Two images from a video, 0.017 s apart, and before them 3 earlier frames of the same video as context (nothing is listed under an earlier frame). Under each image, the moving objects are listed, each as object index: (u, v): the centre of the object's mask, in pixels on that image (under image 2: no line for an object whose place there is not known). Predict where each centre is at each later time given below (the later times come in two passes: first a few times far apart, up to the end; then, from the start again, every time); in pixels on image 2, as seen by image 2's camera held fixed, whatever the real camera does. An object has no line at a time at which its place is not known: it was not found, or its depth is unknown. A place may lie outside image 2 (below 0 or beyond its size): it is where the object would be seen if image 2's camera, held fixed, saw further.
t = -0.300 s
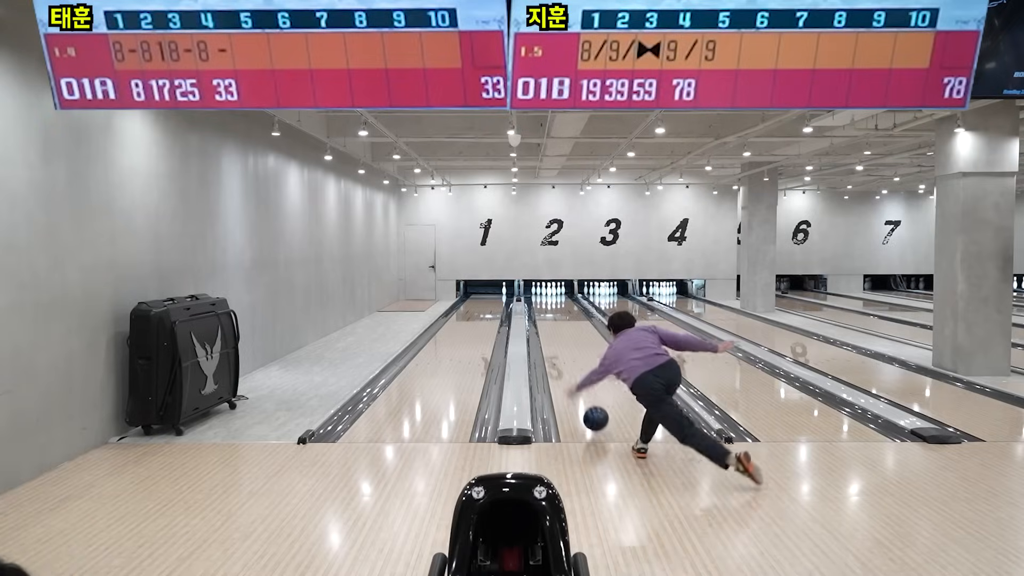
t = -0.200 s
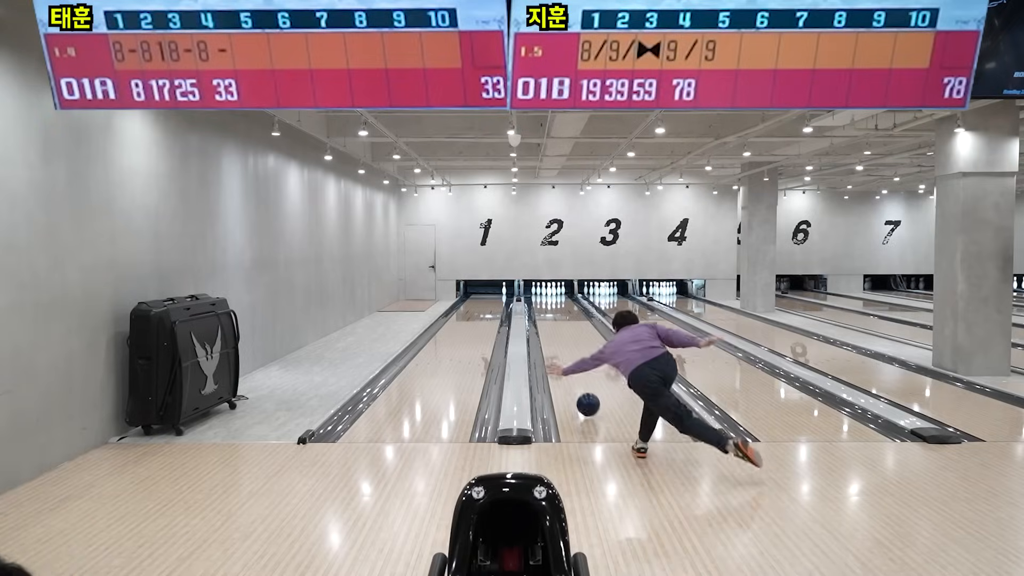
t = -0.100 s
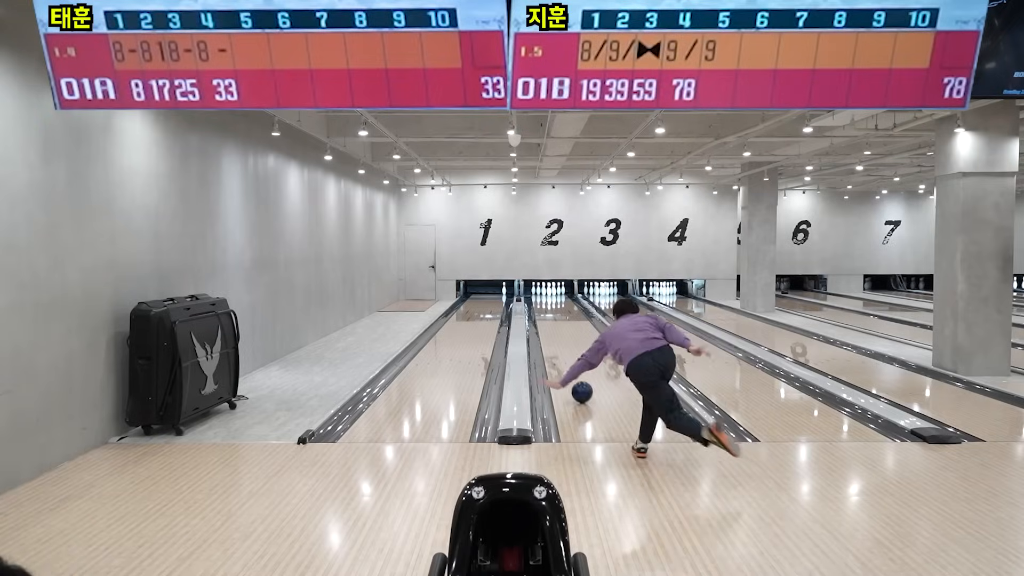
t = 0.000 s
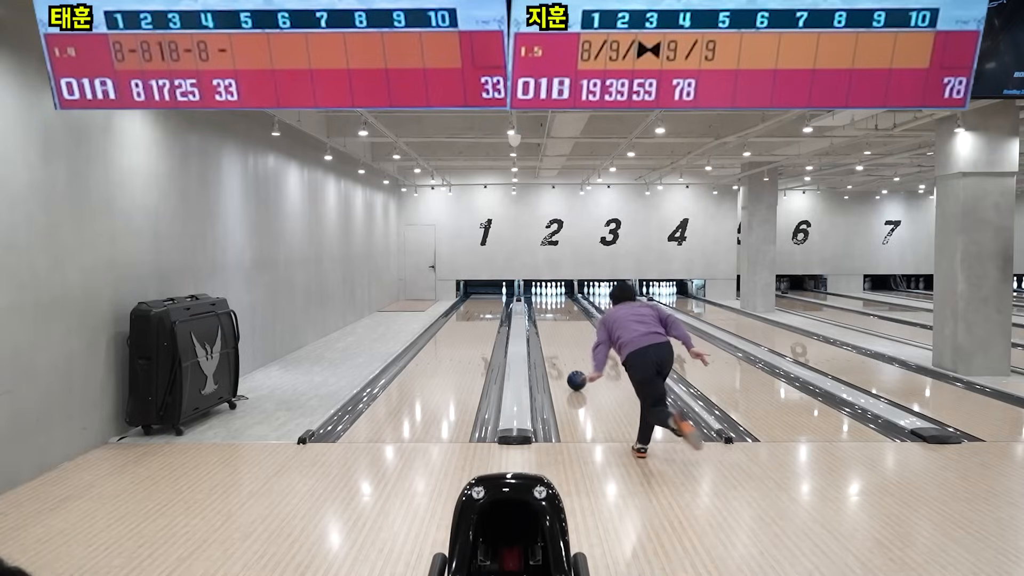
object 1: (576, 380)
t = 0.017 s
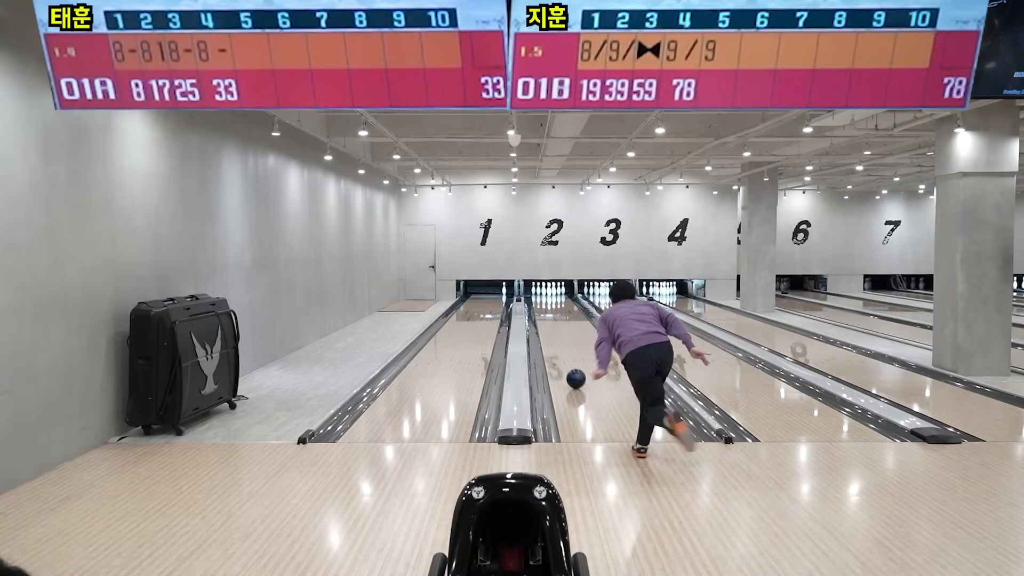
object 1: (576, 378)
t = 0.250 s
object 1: (567, 358)
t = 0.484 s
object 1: (560, 343)
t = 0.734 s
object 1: (556, 331)
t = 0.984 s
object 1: (552, 322)
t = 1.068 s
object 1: (551, 319)
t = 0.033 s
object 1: (575, 377)
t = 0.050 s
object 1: (574, 375)
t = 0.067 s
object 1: (574, 374)
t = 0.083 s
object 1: (573, 372)
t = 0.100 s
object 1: (572, 371)
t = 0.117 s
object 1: (572, 369)
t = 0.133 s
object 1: (571, 367)
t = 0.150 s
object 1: (570, 366)
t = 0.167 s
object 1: (570, 365)
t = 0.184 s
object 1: (569, 363)
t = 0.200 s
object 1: (569, 362)
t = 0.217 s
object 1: (568, 361)
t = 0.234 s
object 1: (567, 359)
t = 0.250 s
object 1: (567, 358)
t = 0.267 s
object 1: (566, 357)
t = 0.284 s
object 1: (566, 355)
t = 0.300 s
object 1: (565, 354)
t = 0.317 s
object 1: (564, 353)
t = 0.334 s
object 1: (563, 352)
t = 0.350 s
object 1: (563, 351)
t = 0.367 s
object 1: (563, 350)
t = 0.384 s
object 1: (562, 349)
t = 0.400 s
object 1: (562, 348)
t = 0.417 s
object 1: (562, 347)
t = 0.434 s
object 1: (562, 346)
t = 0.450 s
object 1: (561, 345)
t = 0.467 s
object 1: (561, 344)
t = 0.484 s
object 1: (560, 343)
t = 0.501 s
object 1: (560, 342)
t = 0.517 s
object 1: (560, 341)
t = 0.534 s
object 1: (559, 340)
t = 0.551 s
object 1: (559, 340)
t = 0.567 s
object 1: (559, 339)
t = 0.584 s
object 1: (558, 338)
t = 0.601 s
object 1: (558, 337)
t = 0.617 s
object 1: (558, 336)
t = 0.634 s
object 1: (557, 335)
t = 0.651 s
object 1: (557, 335)
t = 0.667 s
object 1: (557, 334)
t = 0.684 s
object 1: (557, 333)
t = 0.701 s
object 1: (556, 332)
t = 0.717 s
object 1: (556, 332)
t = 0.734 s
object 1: (556, 331)
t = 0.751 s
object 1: (555, 330)
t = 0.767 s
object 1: (555, 330)
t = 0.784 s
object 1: (555, 329)
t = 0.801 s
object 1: (555, 328)
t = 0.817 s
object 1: (554, 327)
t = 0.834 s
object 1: (554, 327)
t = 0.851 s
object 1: (554, 326)
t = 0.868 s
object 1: (554, 326)
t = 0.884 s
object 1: (553, 325)
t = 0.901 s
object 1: (553, 325)
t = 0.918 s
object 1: (553, 324)
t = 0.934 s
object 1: (553, 323)
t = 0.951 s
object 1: (552, 323)
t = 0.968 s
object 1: (552, 322)
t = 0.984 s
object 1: (552, 322)
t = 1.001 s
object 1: (552, 321)
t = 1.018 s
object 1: (552, 321)
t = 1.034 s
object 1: (551, 320)
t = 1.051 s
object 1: (551, 319)
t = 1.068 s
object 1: (551, 319)
